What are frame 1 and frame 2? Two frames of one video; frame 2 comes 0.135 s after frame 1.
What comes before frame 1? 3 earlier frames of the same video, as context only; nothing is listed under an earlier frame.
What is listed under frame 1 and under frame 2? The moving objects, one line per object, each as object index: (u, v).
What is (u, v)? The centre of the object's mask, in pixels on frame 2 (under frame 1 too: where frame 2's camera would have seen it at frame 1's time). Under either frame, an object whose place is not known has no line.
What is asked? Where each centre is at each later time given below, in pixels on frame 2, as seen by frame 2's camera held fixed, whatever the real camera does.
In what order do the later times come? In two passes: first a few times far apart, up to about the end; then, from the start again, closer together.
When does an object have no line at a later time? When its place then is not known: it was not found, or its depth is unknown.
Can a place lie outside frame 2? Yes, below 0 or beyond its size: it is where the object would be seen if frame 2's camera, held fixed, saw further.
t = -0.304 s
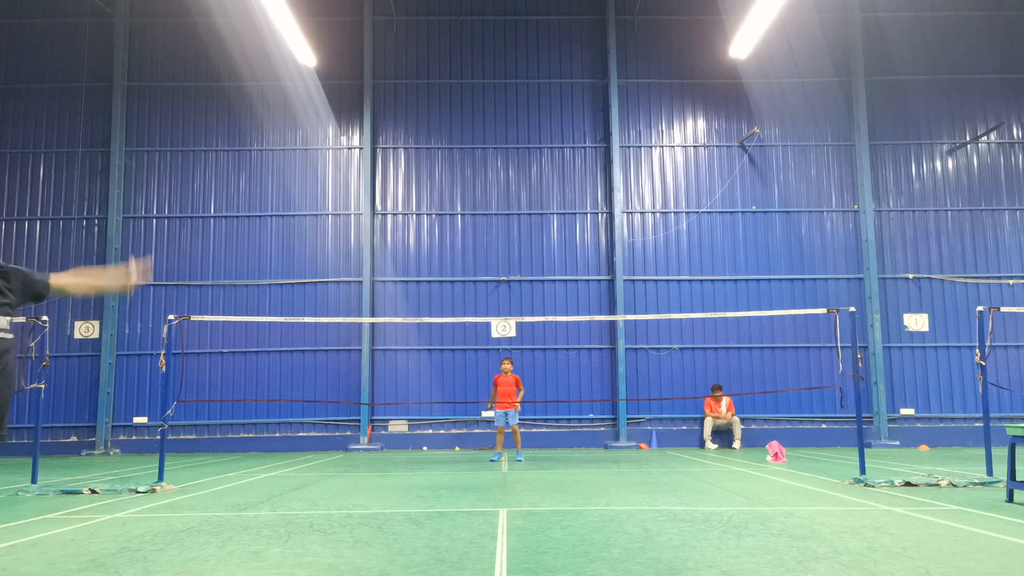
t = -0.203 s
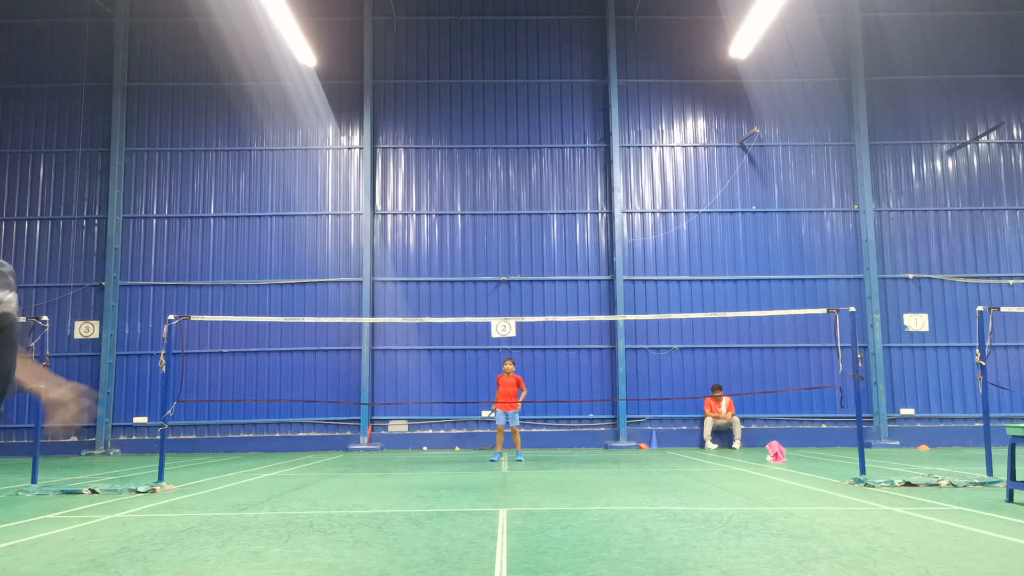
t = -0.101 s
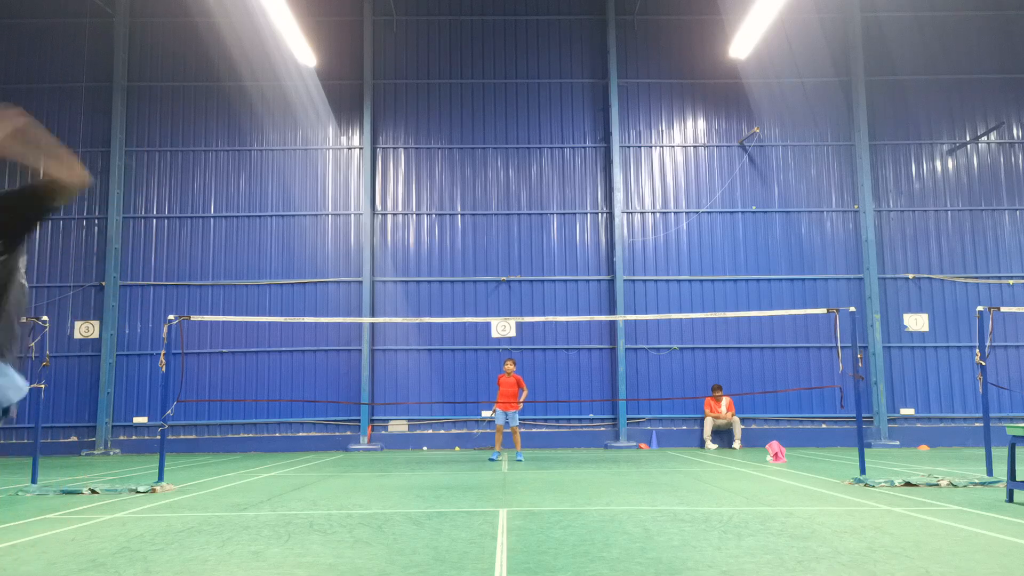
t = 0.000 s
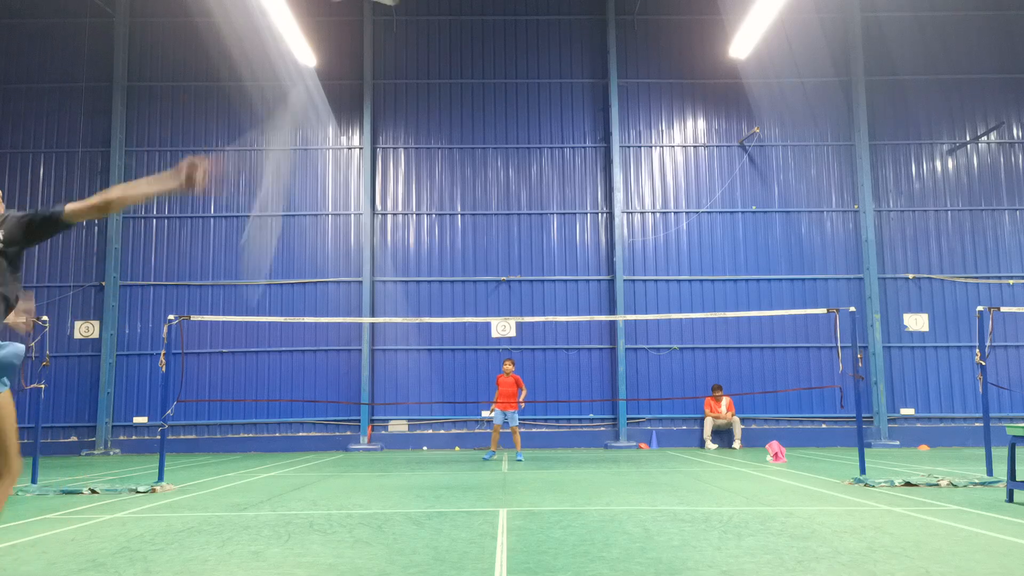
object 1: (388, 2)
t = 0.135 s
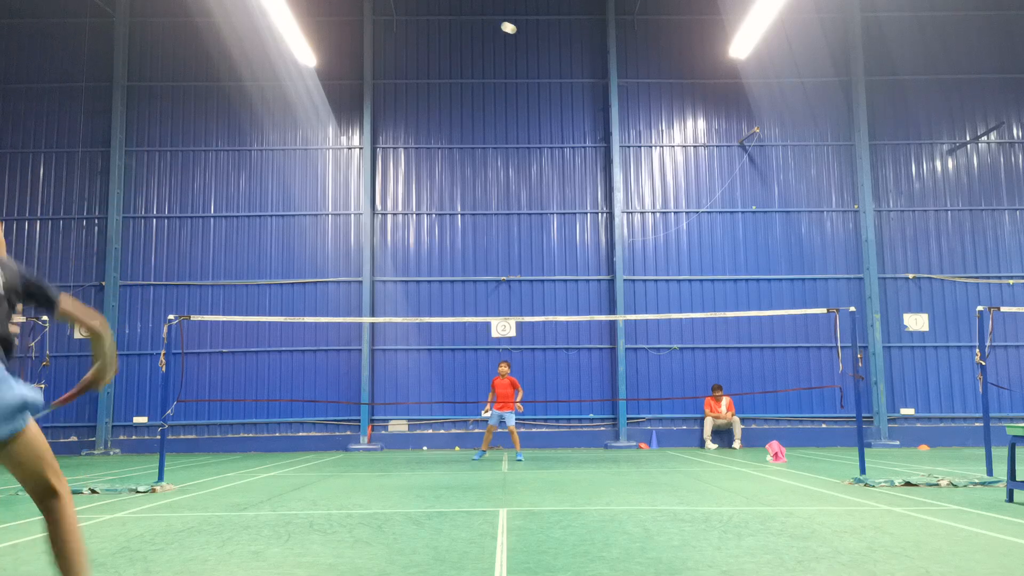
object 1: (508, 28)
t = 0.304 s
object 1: (550, 57)
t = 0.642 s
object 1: (583, 129)
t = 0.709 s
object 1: (587, 146)
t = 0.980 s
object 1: (602, 223)
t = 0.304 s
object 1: (550, 57)
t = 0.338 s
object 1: (555, 63)
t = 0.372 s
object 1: (559, 70)
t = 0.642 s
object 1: (583, 129)
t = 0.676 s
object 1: (585, 137)
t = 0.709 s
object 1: (587, 146)
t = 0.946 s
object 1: (600, 213)
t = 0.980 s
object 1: (602, 223)
